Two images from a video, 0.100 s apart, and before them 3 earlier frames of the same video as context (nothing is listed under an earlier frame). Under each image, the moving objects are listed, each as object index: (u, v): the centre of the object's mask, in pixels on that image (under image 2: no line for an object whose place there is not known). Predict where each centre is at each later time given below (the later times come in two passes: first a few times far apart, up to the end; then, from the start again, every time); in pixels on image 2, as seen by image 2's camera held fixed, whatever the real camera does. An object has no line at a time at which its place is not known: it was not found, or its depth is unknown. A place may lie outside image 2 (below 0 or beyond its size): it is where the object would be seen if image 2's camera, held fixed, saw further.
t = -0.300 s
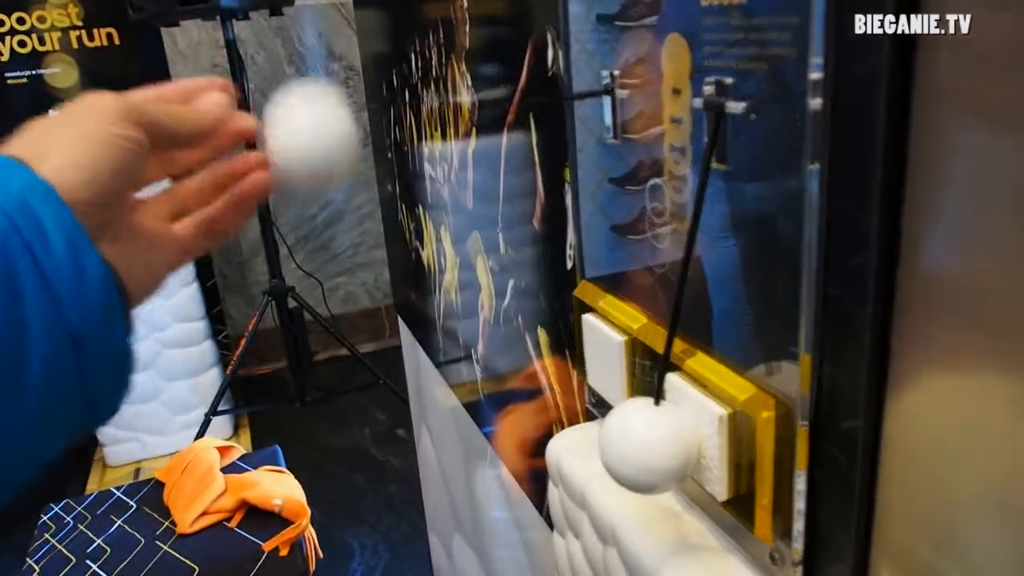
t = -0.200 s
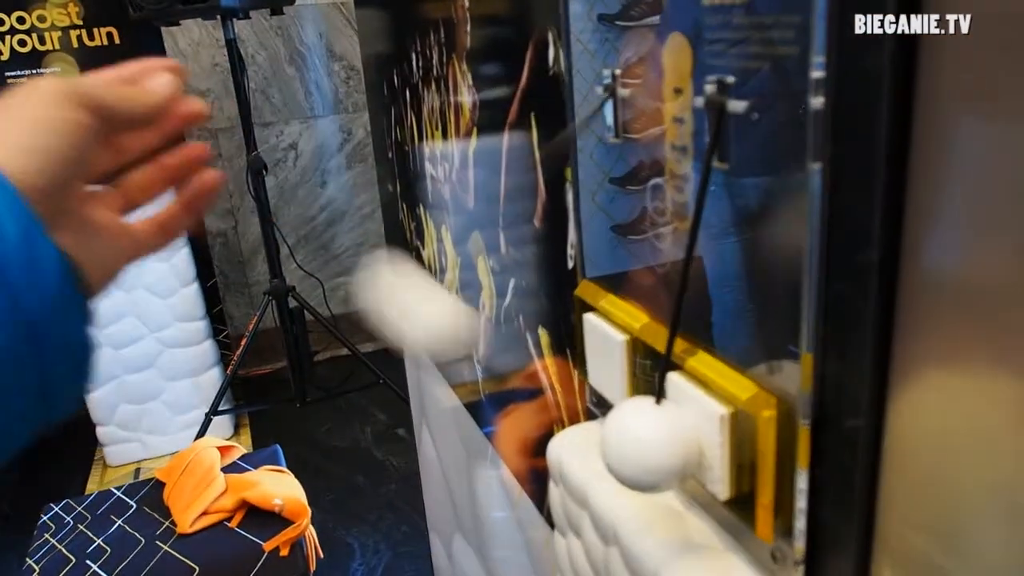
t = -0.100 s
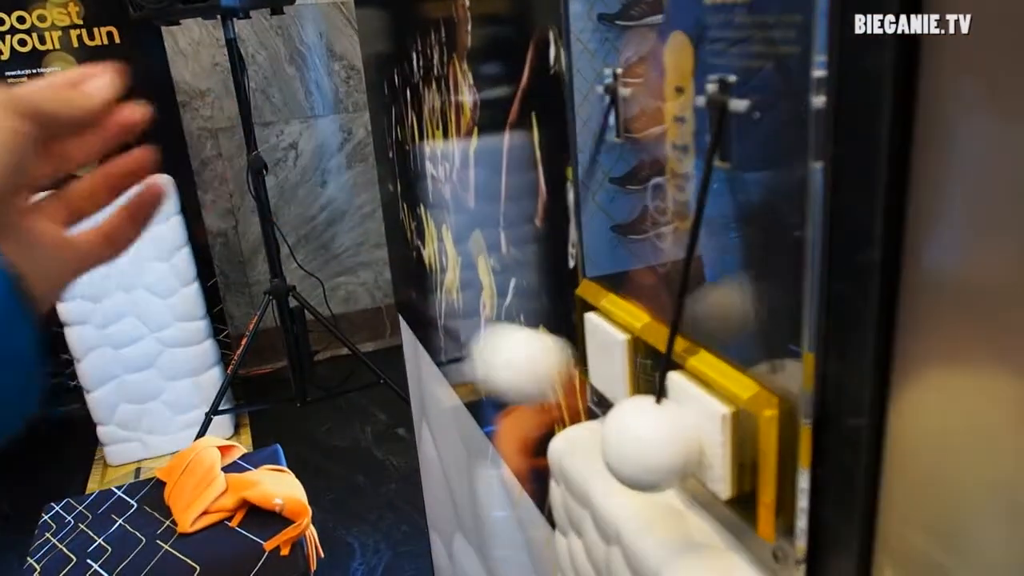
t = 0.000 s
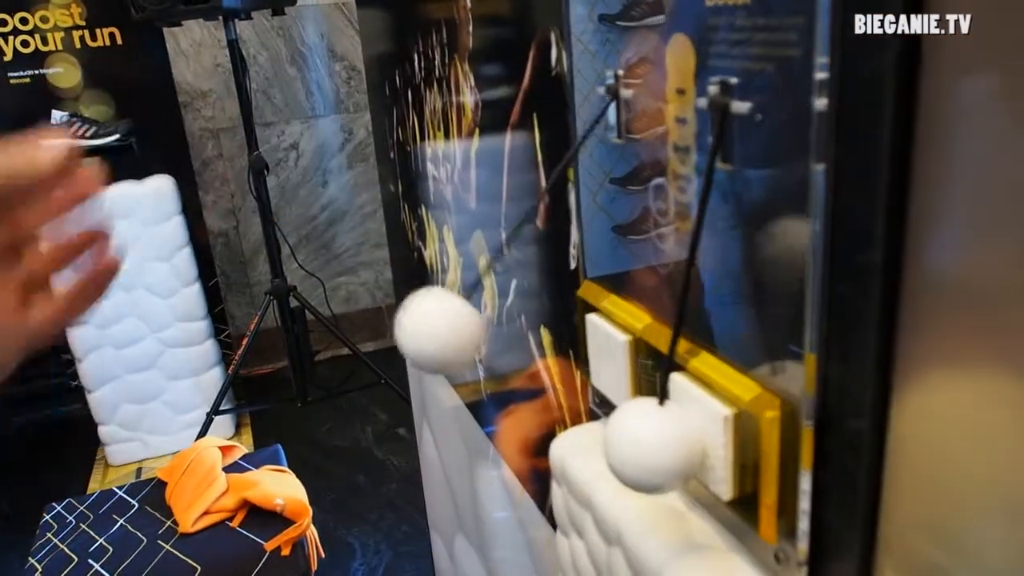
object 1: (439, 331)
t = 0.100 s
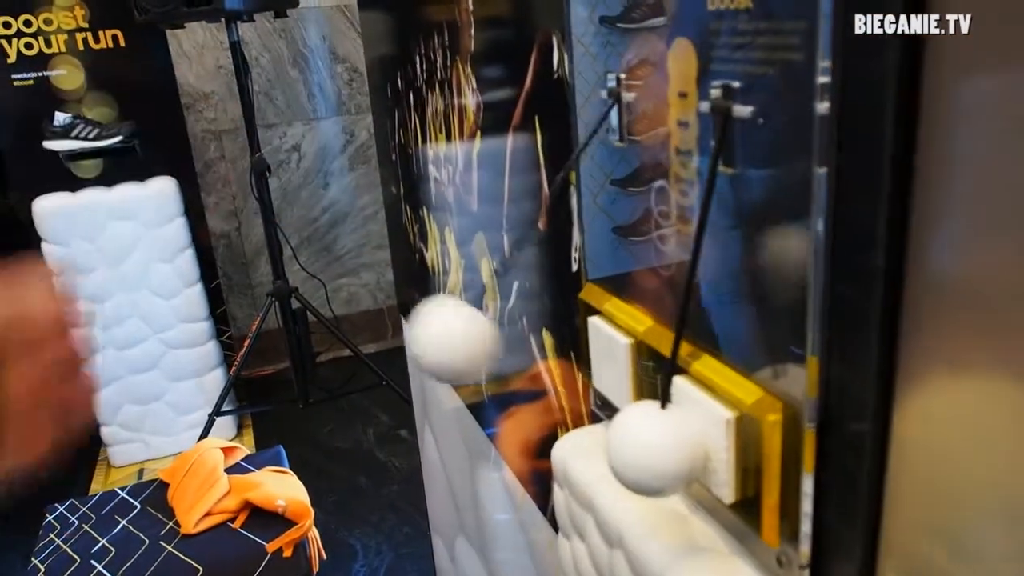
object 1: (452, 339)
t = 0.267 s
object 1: (537, 370)
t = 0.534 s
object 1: (560, 372)
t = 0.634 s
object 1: (549, 373)
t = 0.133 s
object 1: (476, 351)
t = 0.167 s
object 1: (512, 362)
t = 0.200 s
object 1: (552, 370)
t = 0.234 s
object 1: (556, 372)
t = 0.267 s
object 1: (537, 370)
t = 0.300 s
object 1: (522, 368)
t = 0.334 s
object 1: (513, 367)
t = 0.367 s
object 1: (513, 366)
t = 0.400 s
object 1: (518, 368)
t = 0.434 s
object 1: (532, 370)
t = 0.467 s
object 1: (549, 372)
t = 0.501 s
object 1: (569, 373)
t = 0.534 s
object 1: (560, 372)
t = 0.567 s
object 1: (551, 372)
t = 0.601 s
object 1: (547, 372)
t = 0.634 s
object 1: (549, 373)
